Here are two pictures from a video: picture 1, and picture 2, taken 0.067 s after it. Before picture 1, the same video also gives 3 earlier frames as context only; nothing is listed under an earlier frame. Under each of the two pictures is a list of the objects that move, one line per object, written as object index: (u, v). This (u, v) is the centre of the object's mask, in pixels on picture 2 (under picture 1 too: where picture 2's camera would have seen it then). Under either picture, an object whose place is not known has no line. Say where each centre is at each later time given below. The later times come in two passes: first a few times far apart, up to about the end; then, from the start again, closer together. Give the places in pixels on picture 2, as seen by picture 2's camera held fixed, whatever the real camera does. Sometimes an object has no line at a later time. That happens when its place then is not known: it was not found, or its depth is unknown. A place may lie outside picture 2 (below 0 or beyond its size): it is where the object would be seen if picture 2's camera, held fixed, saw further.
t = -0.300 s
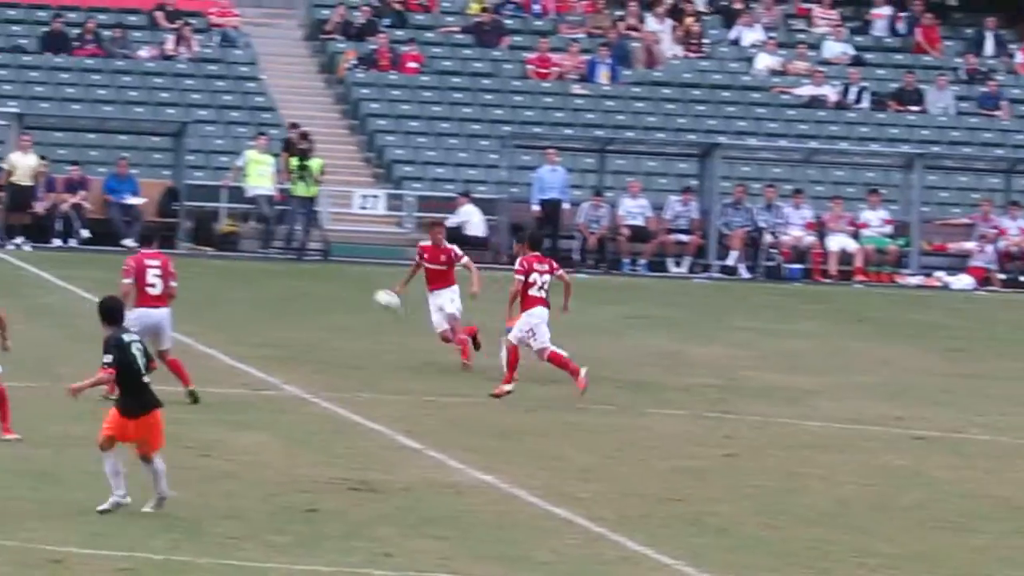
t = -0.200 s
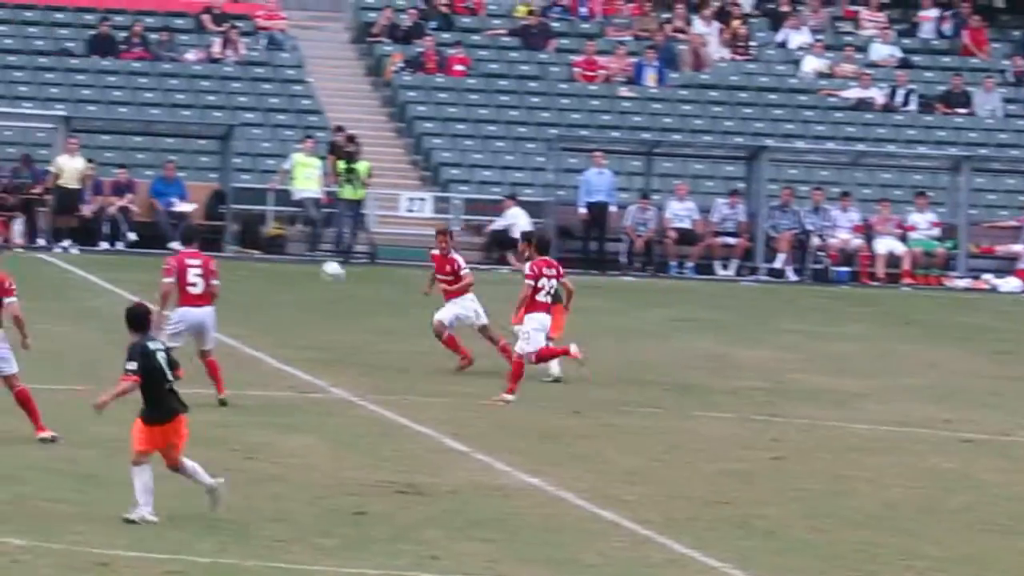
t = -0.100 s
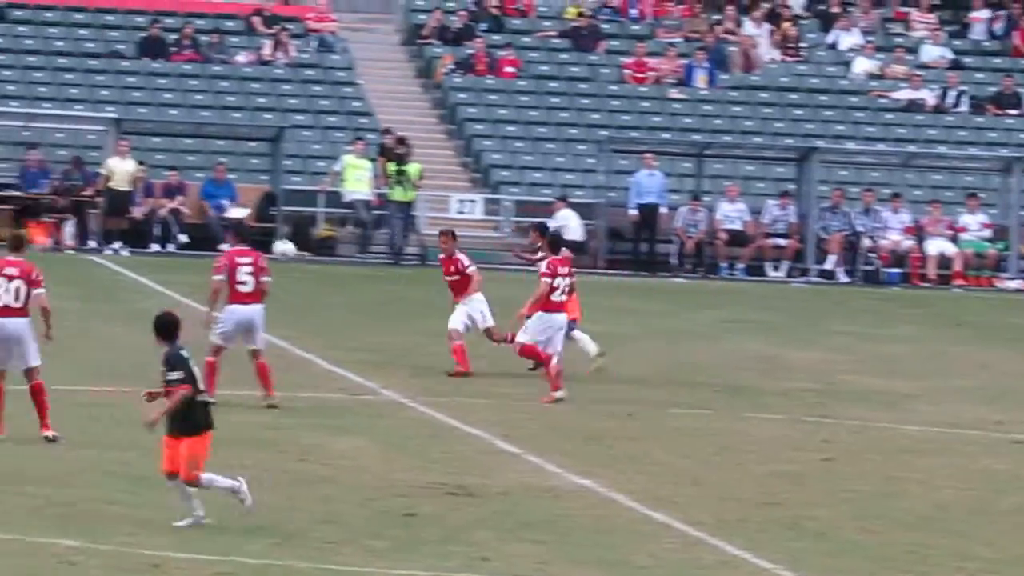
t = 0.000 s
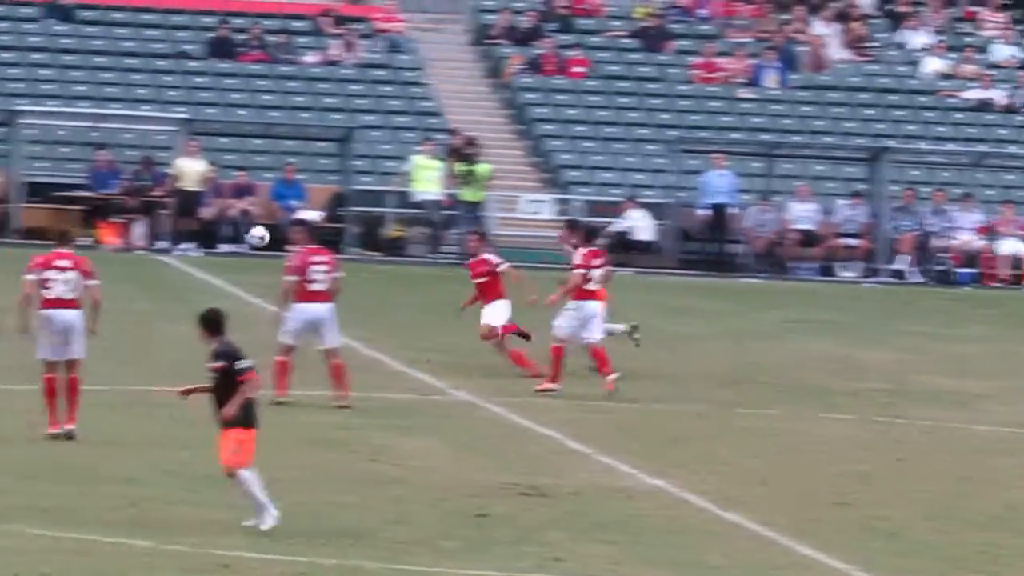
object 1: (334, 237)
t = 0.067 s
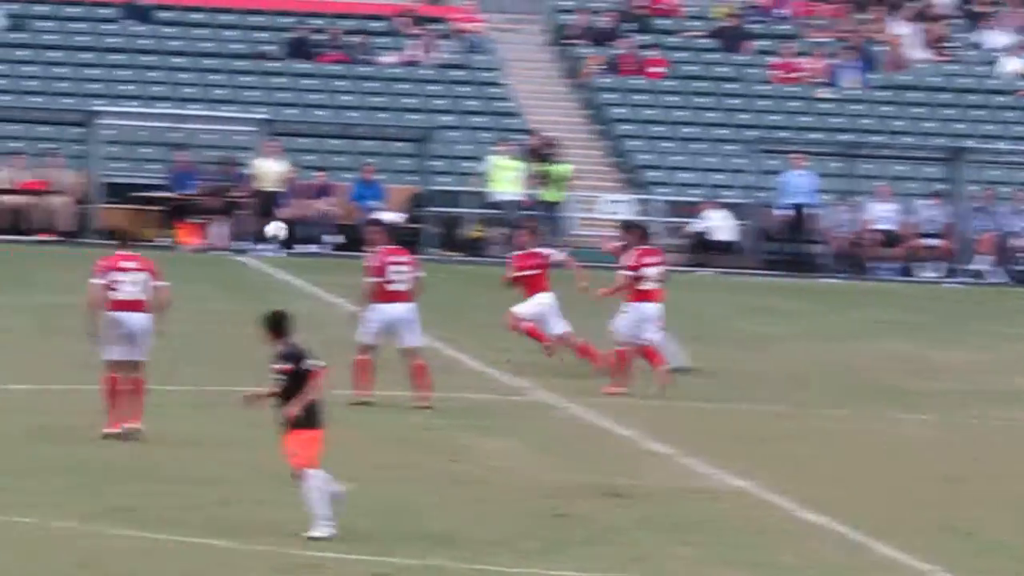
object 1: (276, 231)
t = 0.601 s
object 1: (-197, 294)
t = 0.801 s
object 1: (-325, 257)
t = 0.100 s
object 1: (246, 230)
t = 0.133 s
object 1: (218, 230)
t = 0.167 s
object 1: (187, 231)
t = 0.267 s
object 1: (98, 238)
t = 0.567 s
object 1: (-177, 302)
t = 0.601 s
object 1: (-197, 294)
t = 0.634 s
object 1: (-218, 285)
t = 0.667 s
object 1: (-237, 278)
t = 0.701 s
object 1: (-260, 271)
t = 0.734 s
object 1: (-280, 266)
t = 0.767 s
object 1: (-303, 260)
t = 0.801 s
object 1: (-325, 257)
